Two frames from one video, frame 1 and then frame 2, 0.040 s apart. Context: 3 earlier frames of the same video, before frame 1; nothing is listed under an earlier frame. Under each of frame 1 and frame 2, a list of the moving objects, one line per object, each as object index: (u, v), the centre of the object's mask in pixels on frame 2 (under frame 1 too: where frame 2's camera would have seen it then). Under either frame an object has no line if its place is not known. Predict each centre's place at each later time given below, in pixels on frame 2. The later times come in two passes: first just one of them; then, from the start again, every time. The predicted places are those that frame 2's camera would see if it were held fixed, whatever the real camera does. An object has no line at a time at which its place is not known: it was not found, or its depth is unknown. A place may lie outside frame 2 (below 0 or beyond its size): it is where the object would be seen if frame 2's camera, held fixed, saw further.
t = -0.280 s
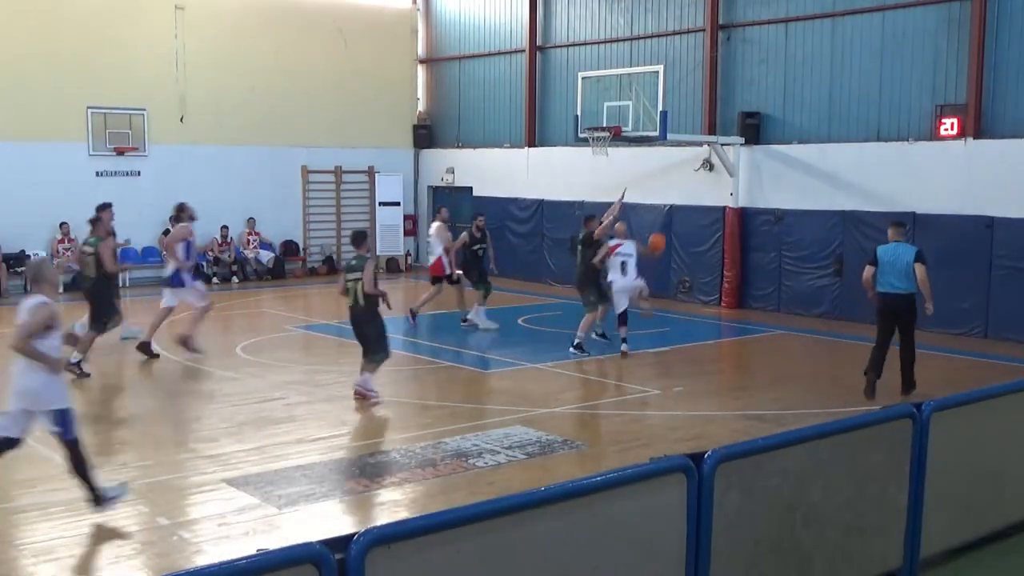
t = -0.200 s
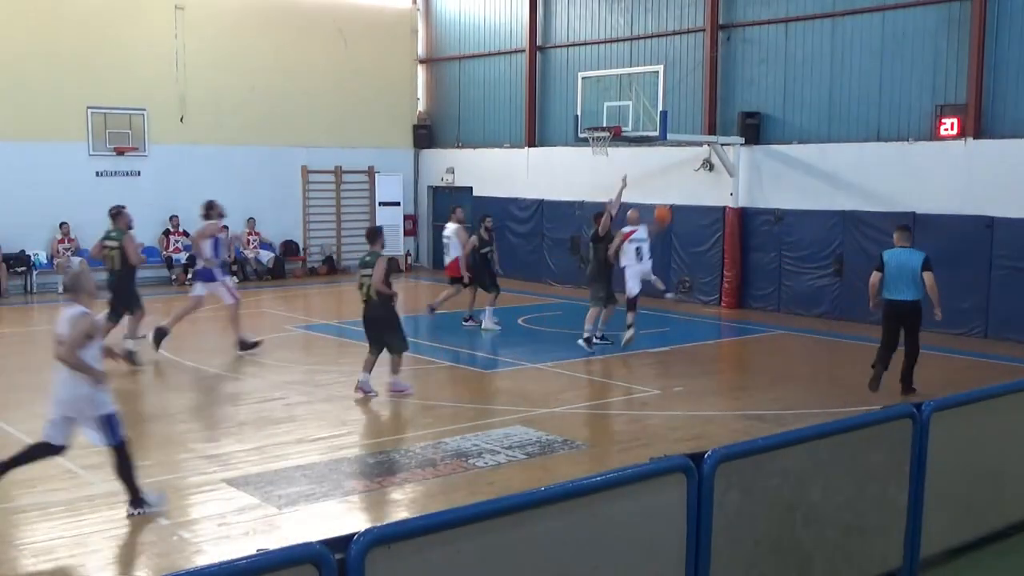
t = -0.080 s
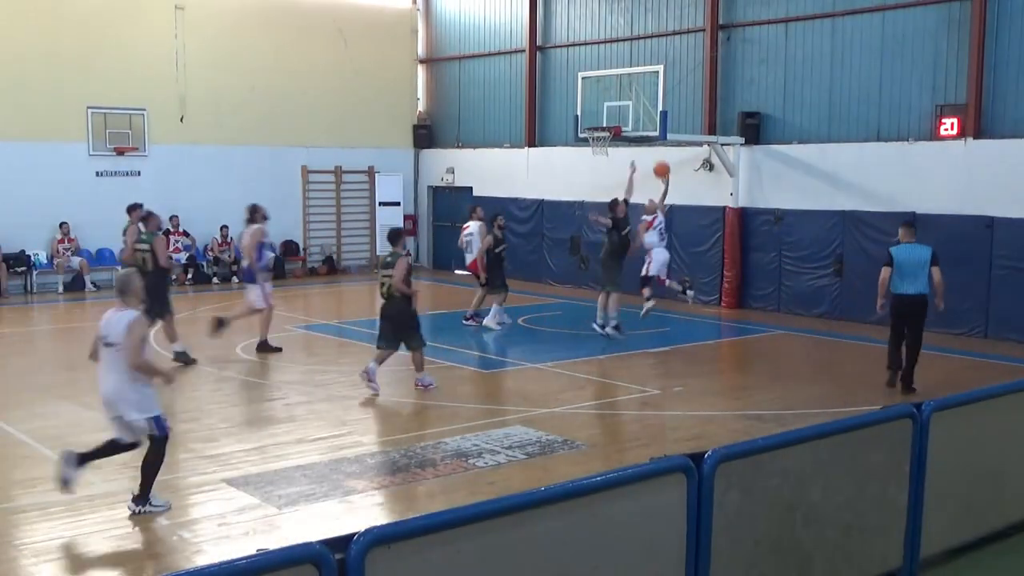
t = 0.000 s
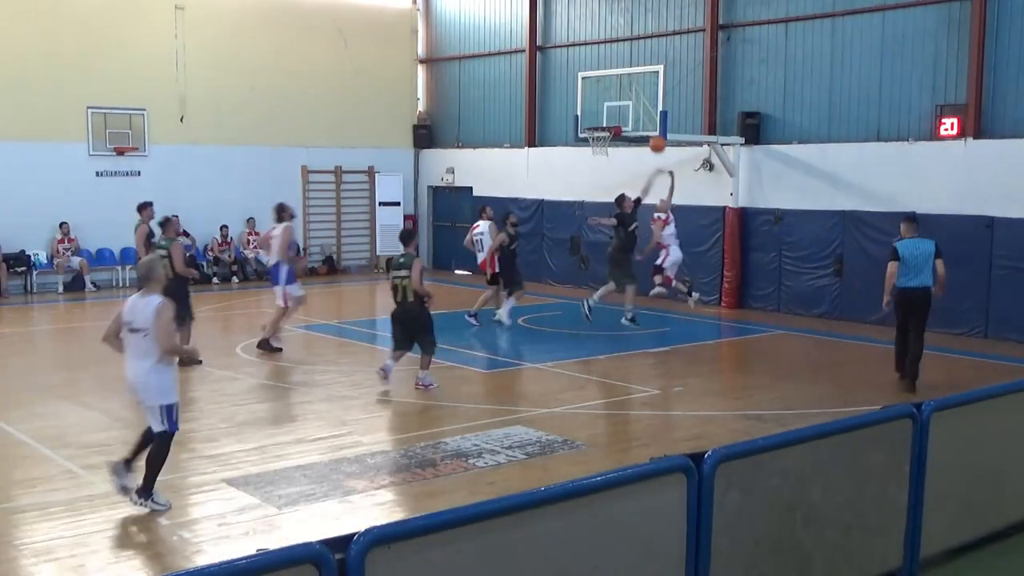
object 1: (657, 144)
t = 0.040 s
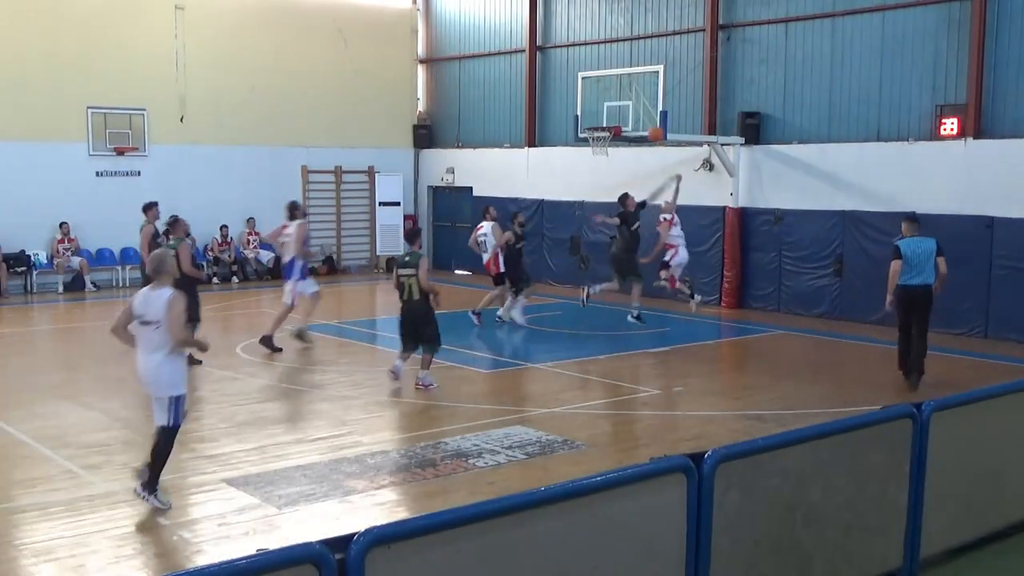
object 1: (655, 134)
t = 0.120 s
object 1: (651, 117)
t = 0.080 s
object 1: (653, 125)
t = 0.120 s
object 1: (651, 117)
